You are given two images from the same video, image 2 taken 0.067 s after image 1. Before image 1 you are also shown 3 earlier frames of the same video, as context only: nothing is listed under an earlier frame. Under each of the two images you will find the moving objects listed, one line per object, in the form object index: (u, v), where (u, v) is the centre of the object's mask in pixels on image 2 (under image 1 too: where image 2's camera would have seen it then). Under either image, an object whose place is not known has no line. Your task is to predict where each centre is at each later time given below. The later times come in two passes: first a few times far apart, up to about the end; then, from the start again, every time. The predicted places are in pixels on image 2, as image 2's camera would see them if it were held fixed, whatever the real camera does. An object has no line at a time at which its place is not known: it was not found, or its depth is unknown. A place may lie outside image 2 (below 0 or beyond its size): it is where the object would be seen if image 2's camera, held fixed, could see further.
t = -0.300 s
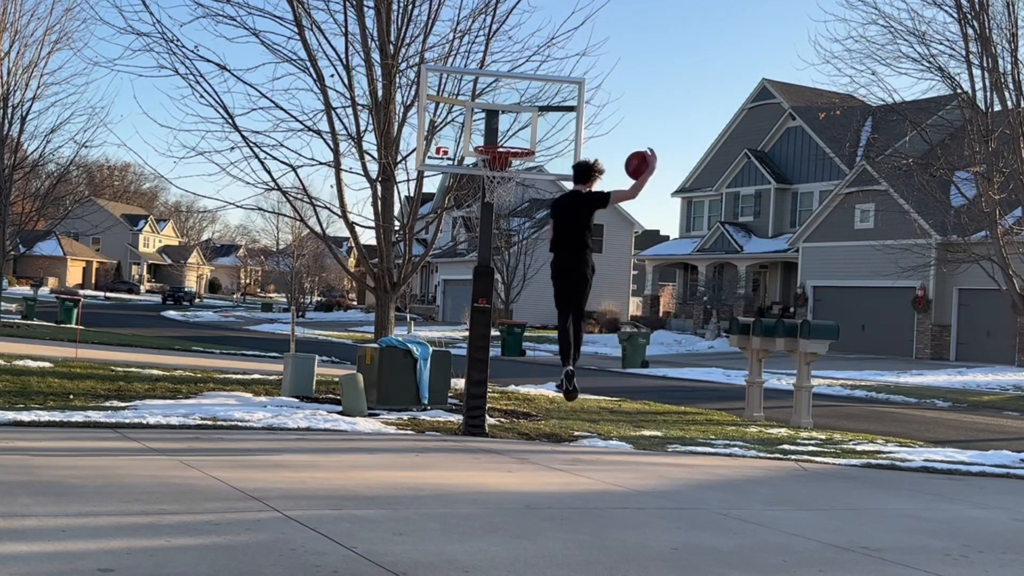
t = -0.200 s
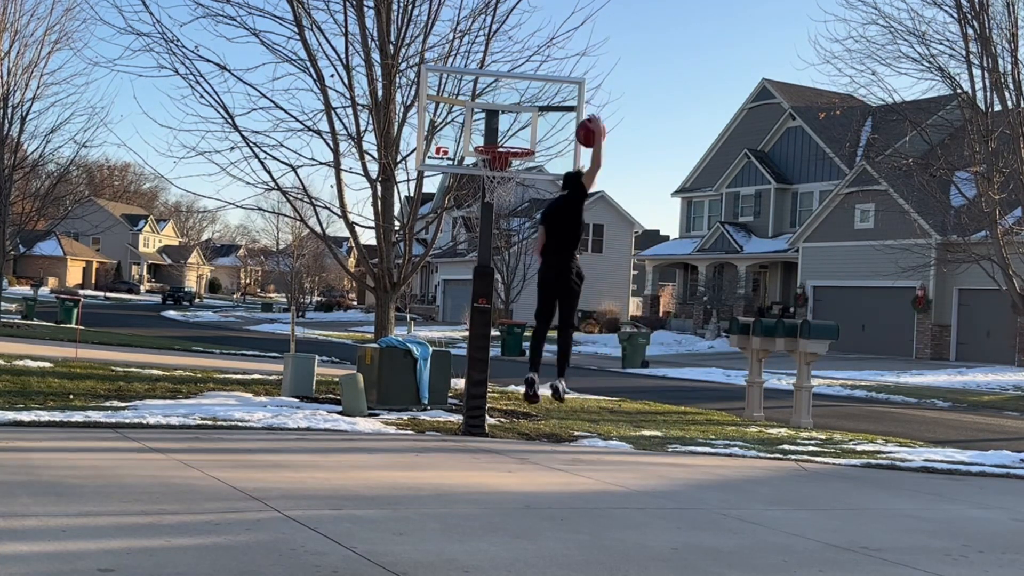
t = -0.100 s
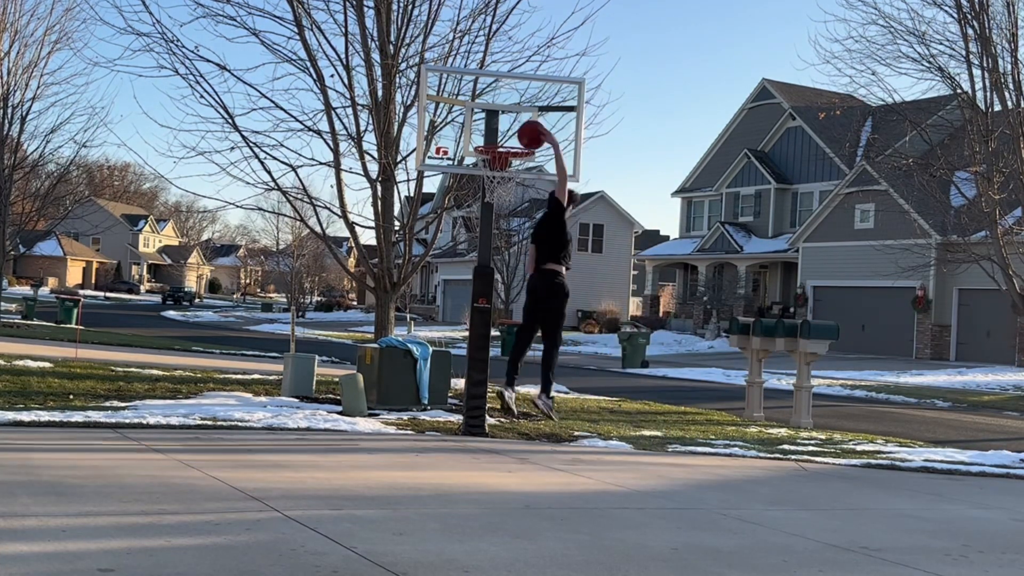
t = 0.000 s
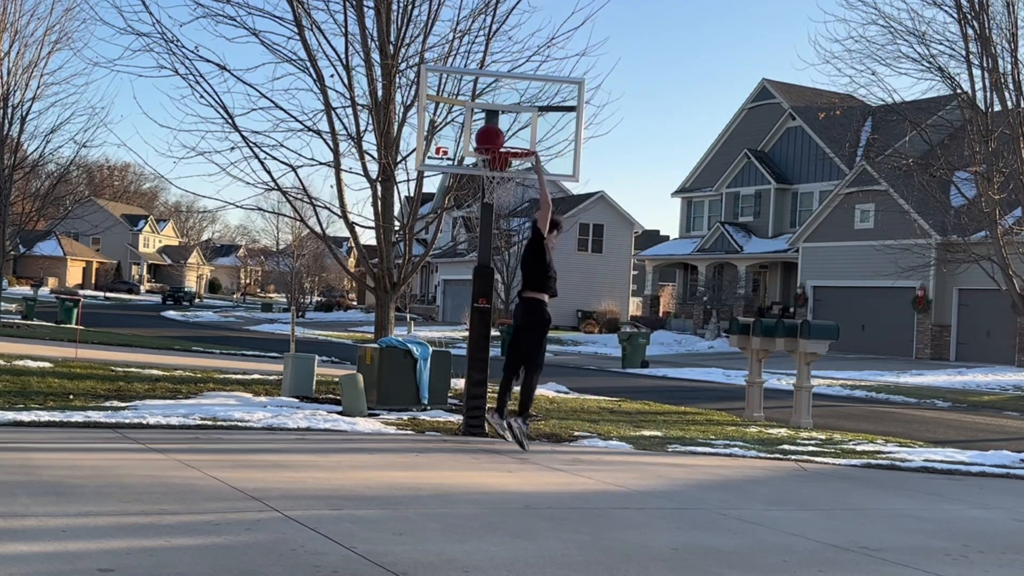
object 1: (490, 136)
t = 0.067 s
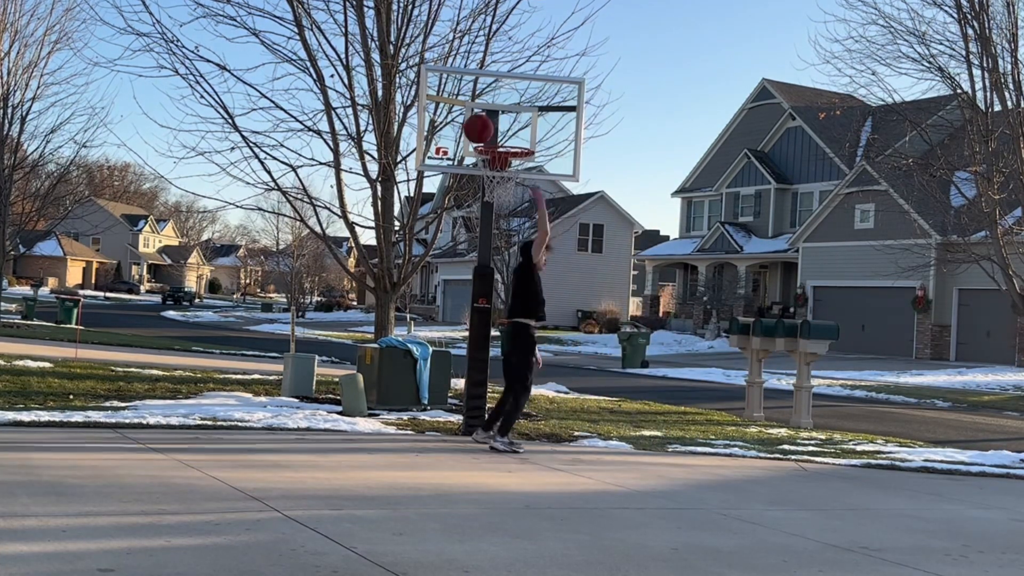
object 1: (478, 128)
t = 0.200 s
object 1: (456, 122)
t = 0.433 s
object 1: (409, 165)
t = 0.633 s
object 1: (362, 263)
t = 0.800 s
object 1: (317, 392)
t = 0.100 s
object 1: (473, 125)
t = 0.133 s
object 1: (467, 123)
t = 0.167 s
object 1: (462, 122)
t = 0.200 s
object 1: (456, 122)
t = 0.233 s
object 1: (449, 124)
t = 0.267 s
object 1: (443, 127)
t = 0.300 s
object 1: (437, 131)
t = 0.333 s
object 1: (430, 137)
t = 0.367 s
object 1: (423, 145)
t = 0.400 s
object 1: (417, 154)
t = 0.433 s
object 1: (409, 165)
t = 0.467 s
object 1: (403, 177)
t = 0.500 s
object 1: (394, 190)
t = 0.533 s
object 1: (386, 207)
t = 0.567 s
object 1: (379, 223)
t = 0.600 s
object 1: (370, 243)
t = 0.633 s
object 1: (362, 263)
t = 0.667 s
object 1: (353, 285)
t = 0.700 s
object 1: (345, 309)
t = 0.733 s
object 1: (335, 335)
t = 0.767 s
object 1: (326, 363)
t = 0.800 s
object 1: (317, 392)
